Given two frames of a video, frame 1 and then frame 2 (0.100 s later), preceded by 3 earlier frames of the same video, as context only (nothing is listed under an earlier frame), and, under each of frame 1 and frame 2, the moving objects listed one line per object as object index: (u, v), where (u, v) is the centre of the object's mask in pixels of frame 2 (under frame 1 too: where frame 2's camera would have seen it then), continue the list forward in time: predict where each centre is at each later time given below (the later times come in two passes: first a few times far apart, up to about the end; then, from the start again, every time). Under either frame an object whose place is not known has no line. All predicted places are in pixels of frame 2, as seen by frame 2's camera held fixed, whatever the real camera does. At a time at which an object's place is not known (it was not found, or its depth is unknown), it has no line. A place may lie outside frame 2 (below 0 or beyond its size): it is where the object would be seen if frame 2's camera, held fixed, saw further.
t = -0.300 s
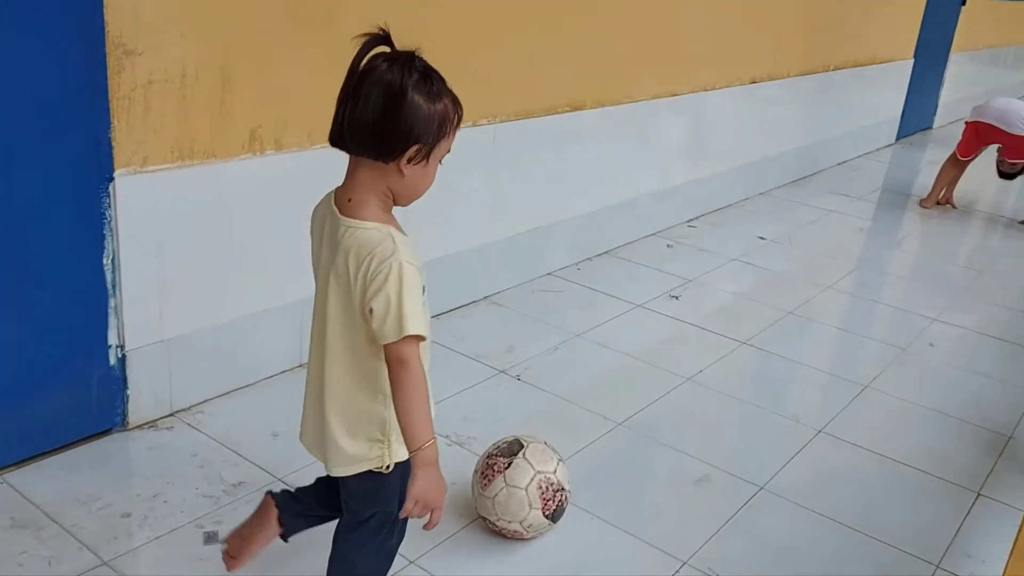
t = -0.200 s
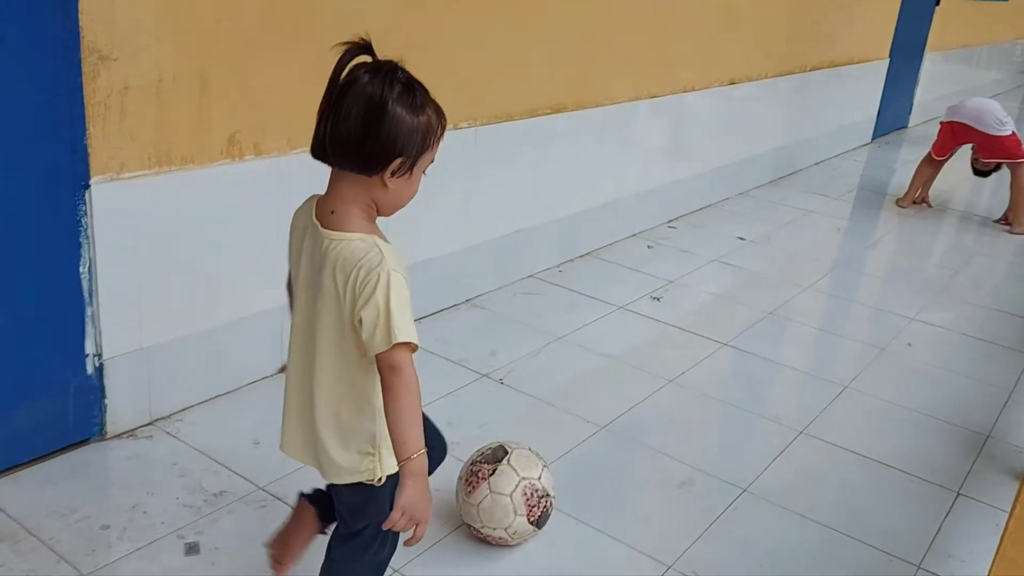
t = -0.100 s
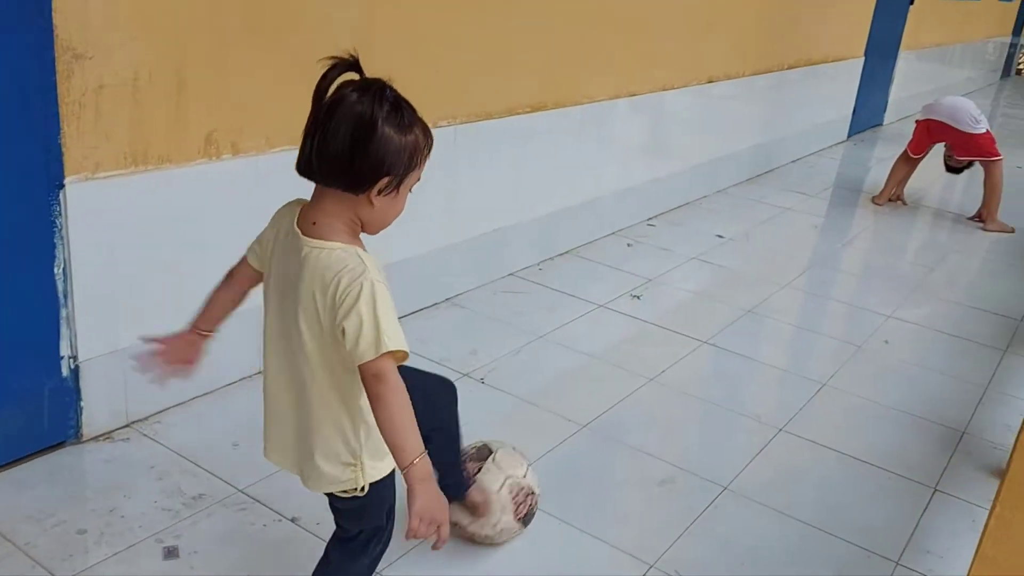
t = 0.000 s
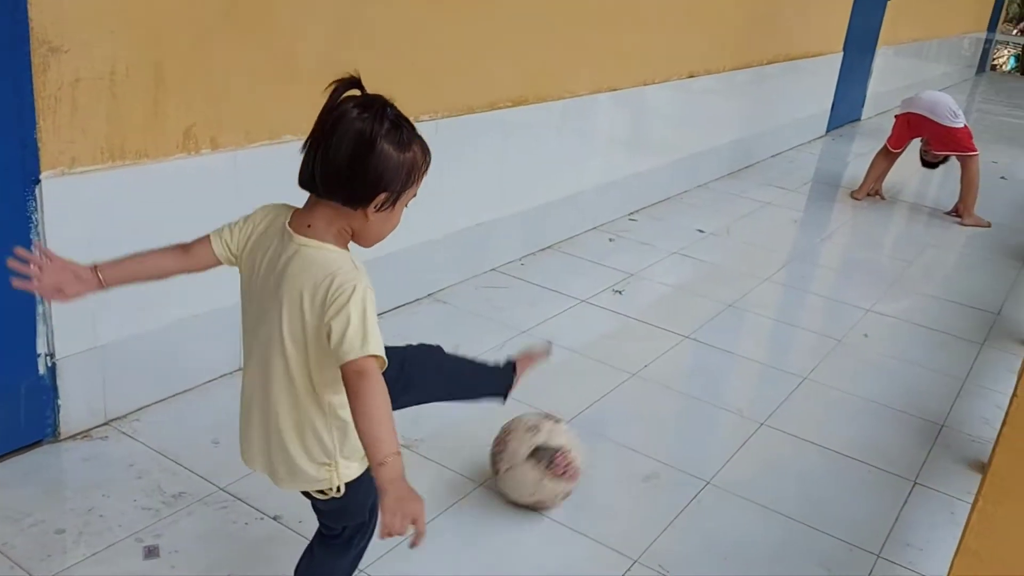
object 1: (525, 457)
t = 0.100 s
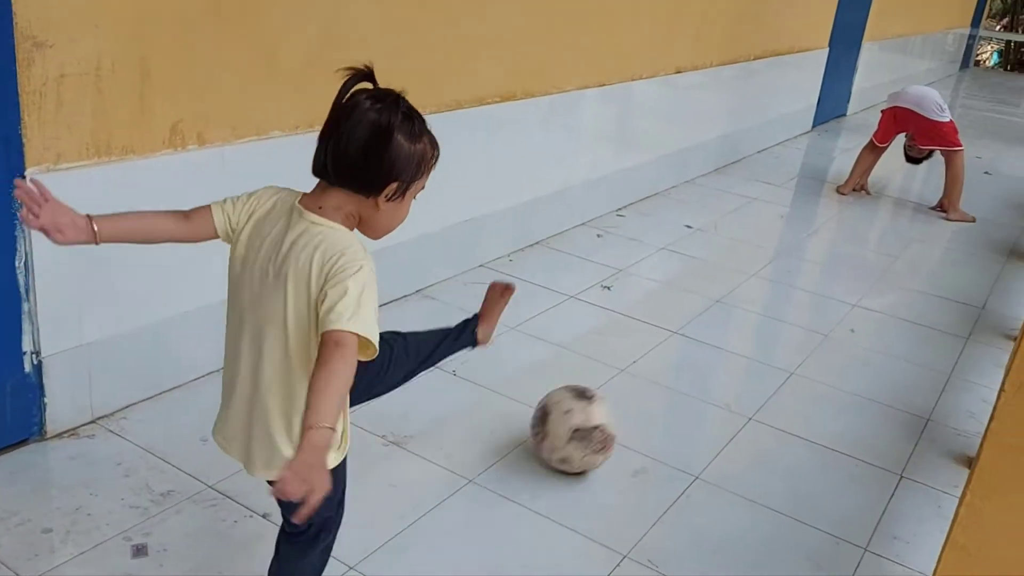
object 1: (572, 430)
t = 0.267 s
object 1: (642, 395)
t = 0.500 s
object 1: (719, 357)
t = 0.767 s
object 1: (793, 329)
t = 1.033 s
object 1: (855, 308)
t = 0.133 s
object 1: (588, 421)
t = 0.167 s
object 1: (602, 413)
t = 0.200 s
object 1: (615, 407)
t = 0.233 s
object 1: (628, 403)
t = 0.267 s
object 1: (642, 395)
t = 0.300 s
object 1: (655, 388)
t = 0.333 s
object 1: (666, 384)
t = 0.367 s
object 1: (677, 379)
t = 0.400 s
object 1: (688, 372)
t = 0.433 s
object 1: (698, 368)
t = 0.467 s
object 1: (709, 363)
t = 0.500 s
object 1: (719, 357)
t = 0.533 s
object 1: (728, 353)
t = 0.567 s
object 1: (738, 351)
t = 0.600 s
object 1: (748, 347)
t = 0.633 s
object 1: (758, 343)
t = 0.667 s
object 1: (767, 338)
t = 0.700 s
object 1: (775, 337)
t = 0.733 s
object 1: (784, 333)
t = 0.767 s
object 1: (793, 329)
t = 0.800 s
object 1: (800, 326)
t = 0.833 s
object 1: (808, 323)
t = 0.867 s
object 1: (816, 321)
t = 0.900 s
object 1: (824, 318)
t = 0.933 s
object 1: (832, 316)
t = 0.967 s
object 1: (839, 314)
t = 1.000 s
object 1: (847, 311)
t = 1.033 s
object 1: (855, 308)
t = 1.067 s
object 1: (863, 305)
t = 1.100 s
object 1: (870, 305)
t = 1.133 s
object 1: (876, 302)
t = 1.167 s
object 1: (884, 300)
